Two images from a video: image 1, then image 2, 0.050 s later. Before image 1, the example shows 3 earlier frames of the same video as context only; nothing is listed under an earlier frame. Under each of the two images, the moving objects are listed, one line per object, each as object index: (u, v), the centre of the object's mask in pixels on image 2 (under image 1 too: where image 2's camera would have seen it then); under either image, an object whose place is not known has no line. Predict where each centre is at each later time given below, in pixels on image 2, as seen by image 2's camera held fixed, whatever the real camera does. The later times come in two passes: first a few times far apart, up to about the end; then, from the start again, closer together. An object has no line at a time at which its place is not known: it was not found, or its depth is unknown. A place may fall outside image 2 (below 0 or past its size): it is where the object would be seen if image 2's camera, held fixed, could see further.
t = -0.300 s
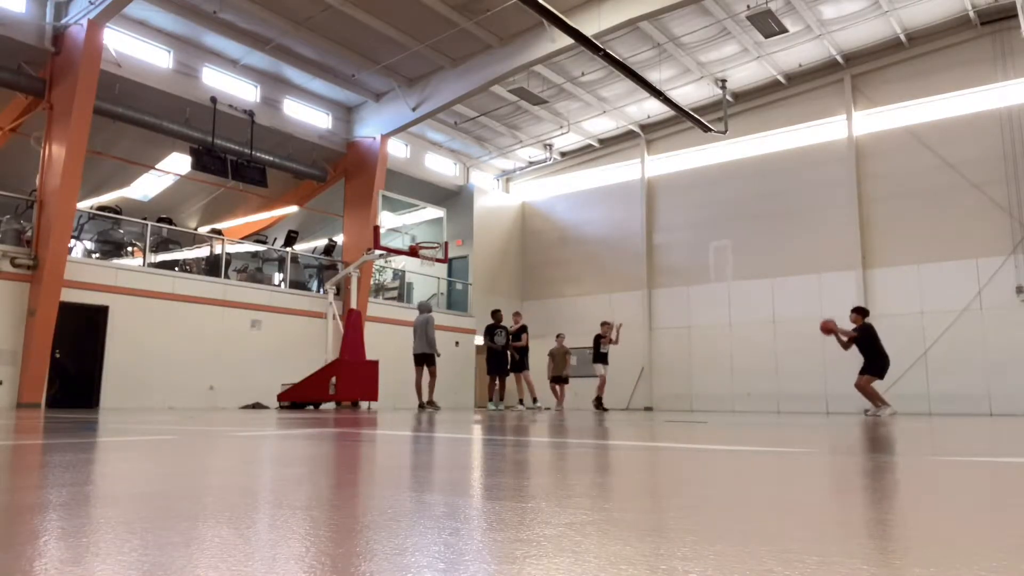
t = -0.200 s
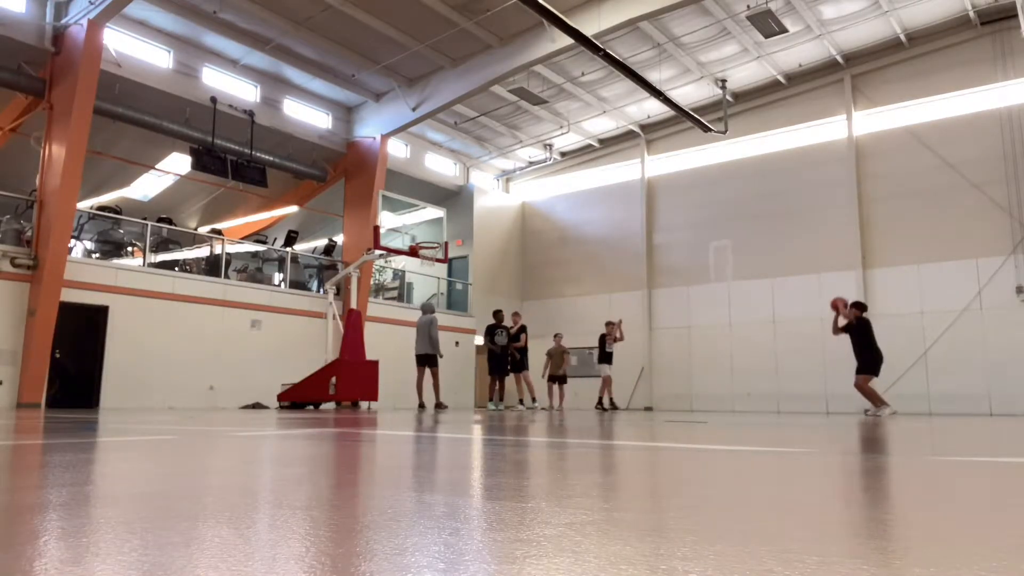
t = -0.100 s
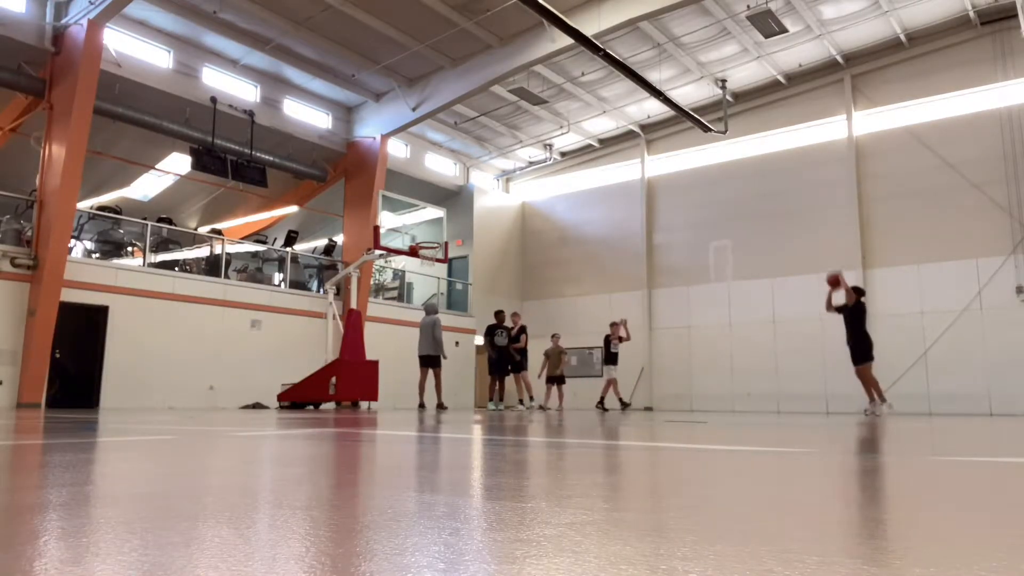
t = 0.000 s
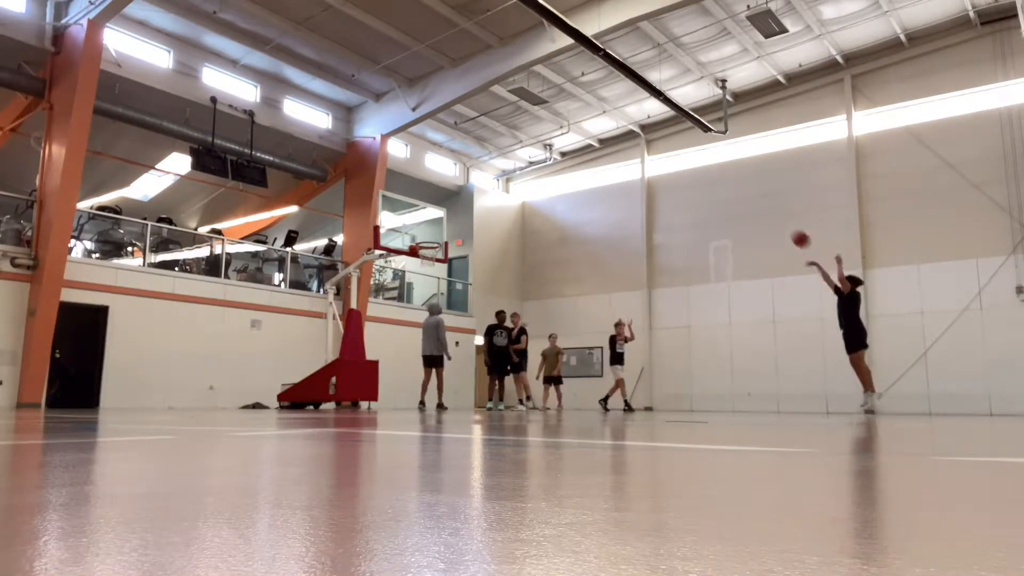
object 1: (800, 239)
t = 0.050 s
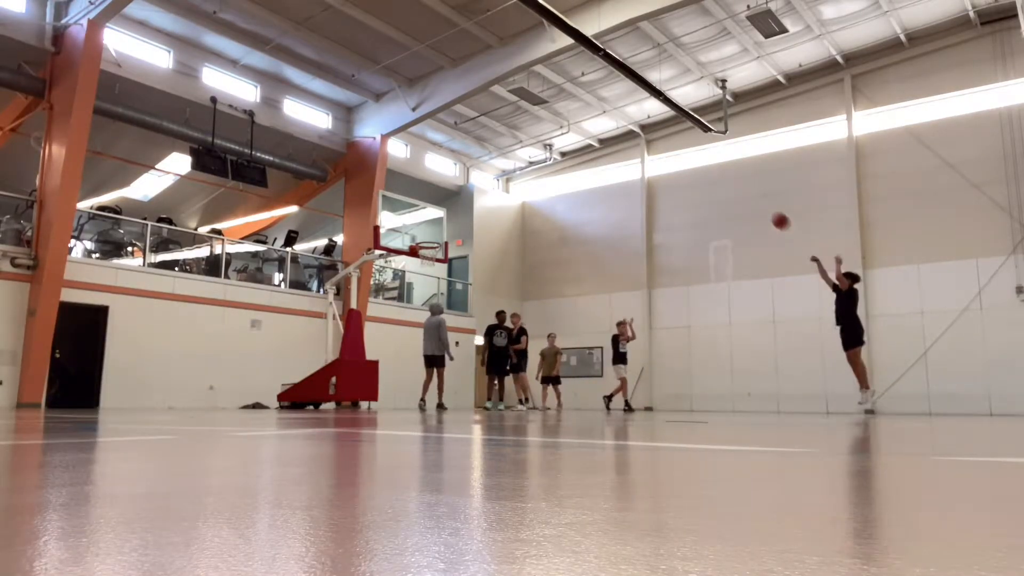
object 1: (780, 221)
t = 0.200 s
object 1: (724, 178)
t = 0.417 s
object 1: (653, 144)
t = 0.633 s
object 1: (589, 137)
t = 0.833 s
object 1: (534, 151)
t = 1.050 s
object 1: (479, 189)
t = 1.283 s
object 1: (424, 250)
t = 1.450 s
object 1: (410, 270)
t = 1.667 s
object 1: (395, 308)
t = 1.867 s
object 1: (382, 364)
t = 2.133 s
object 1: (382, 364)
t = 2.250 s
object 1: (388, 343)
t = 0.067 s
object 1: (774, 216)
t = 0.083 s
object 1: (767, 210)
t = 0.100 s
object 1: (761, 205)
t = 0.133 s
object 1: (748, 195)
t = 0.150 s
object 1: (742, 191)
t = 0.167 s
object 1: (736, 186)
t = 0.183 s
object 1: (730, 182)
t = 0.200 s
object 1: (724, 178)
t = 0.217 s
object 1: (718, 175)
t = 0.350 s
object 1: (673, 150)
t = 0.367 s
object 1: (668, 148)
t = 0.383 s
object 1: (663, 147)
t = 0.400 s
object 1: (658, 145)
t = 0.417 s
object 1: (653, 144)
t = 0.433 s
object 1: (647, 142)
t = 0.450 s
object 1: (642, 141)
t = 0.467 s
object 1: (637, 140)
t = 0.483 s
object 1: (633, 139)
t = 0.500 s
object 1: (628, 138)
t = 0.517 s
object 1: (623, 138)
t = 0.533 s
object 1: (618, 137)
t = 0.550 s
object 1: (613, 137)
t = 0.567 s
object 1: (607, 137)
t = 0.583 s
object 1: (603, 137)
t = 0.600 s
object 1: (598, 137)
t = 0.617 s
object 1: (594, 137)
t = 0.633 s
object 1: (589, 137)
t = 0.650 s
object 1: (584, 137)
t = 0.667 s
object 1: (580, 138)
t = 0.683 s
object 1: (575, 138)
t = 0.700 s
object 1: (571, 139)
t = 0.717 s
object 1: (566, 140)
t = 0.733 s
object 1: (561, 142)
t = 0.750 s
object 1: (556, 143)
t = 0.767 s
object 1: (552, 145)
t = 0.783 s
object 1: (548, 146)
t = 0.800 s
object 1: (544, 147)
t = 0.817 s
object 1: (539, 149)
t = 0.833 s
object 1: (534, 151)
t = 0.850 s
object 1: (530, 154)
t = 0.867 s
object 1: (526, 155)
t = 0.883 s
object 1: (521, 156)
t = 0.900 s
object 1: (518, 159)
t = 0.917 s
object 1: (513, 162)
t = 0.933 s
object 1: (509, 165)
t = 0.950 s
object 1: (505, 169)
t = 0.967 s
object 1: (501, 171)
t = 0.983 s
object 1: (497, 174)
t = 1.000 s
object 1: (493, 177)
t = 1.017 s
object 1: (489, 180)
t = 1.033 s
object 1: (484, 186)
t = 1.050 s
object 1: (479, 189)
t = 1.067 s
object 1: (475, 191)
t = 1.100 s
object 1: (468, 197)
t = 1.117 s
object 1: (464, 202)
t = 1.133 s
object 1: (459, 208)
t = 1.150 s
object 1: (456, 211)
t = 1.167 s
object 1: (452, 216)
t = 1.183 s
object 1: (448, 221)
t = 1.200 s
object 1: (444, 225)
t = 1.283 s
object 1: (424, 250)
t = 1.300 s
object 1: (419, 252)
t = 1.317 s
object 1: (417, 254)
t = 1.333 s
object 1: (417, 255)
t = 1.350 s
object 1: (415, 255)
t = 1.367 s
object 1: (416, 257)
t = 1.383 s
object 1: (415, 258)
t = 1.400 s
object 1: (414, 263)
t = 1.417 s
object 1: (412, 266)
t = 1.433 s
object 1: (412, 268)
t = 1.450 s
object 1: (410, 270)
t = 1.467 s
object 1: (409, 272)
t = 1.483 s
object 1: (408, 274)
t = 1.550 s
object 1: (404, 285)
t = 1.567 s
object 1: (403, 288)
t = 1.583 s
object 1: (402, 291)
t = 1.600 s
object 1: (400, 295)
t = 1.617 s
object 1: (399, 298)
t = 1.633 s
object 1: (398, 301)
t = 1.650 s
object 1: (397, 304)
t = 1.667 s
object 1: (395, 308)
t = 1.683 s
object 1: (394, 312)
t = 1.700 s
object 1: (393, 316)
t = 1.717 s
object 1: (392, 321)
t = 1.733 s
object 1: (391, 325)
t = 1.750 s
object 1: (390, 330)
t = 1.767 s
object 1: (388, 334)
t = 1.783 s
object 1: (387, 339)
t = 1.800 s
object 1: (386, 344)
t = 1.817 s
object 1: (385, 349)
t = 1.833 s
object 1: (384, 354)
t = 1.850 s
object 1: (383, 359)
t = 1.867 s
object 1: (382, 364)
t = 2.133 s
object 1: (382, 364)
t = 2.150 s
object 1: (383, 361)
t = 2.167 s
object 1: (383, 358)
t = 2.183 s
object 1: (384, 355)
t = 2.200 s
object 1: (385, 351)
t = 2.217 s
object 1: (386, 348)
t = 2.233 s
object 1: (387, 346)
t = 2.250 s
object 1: (388, 343)
